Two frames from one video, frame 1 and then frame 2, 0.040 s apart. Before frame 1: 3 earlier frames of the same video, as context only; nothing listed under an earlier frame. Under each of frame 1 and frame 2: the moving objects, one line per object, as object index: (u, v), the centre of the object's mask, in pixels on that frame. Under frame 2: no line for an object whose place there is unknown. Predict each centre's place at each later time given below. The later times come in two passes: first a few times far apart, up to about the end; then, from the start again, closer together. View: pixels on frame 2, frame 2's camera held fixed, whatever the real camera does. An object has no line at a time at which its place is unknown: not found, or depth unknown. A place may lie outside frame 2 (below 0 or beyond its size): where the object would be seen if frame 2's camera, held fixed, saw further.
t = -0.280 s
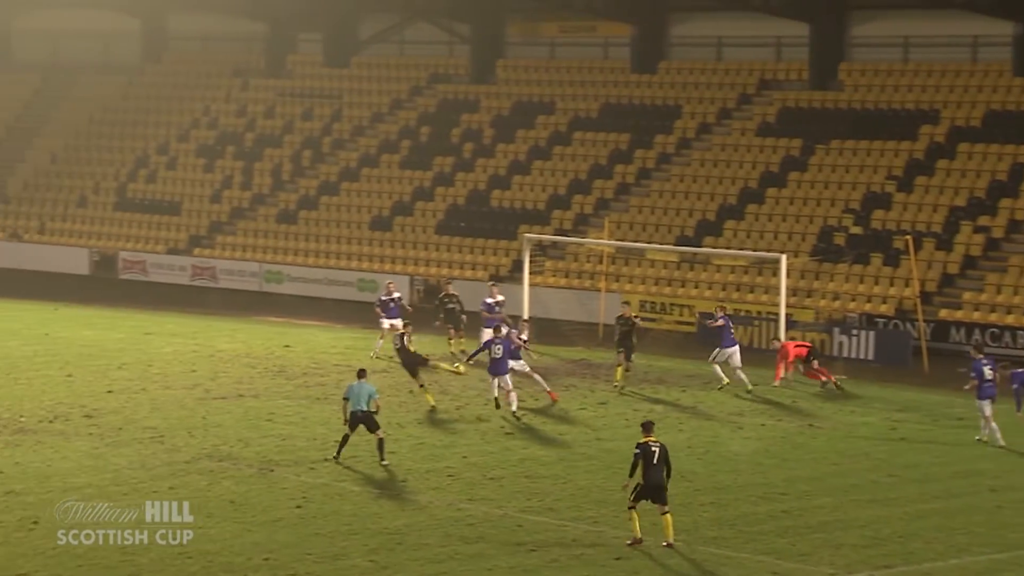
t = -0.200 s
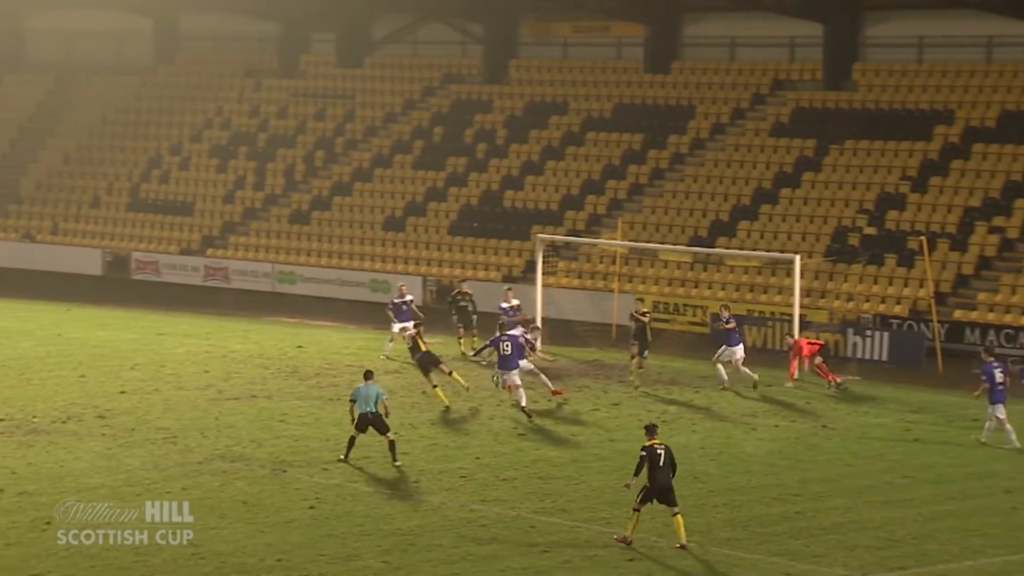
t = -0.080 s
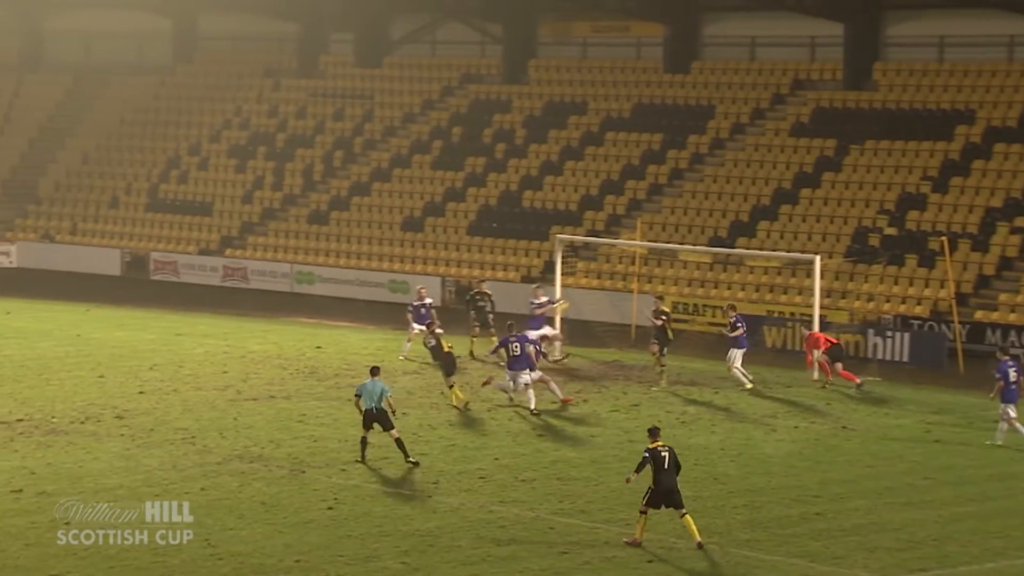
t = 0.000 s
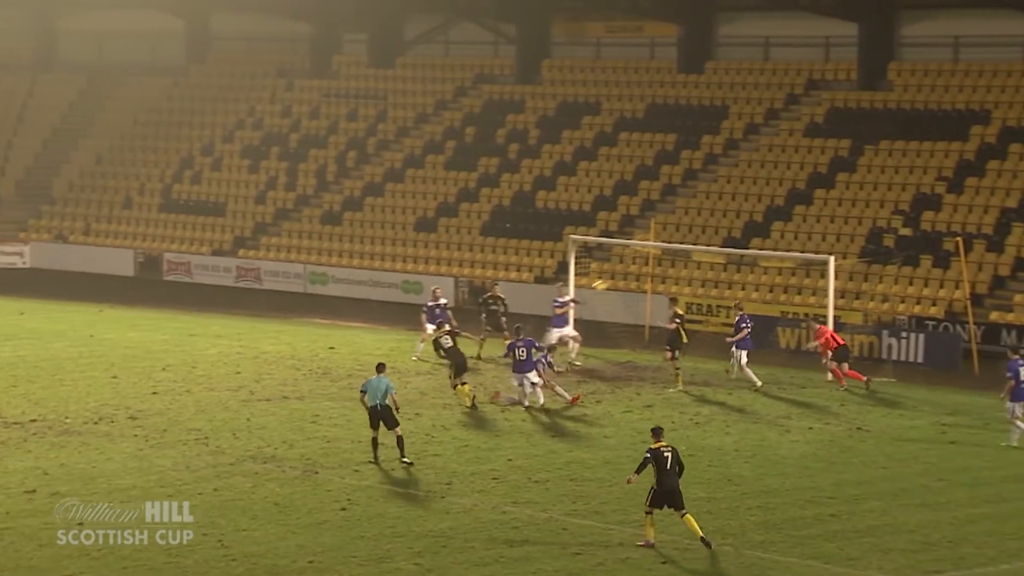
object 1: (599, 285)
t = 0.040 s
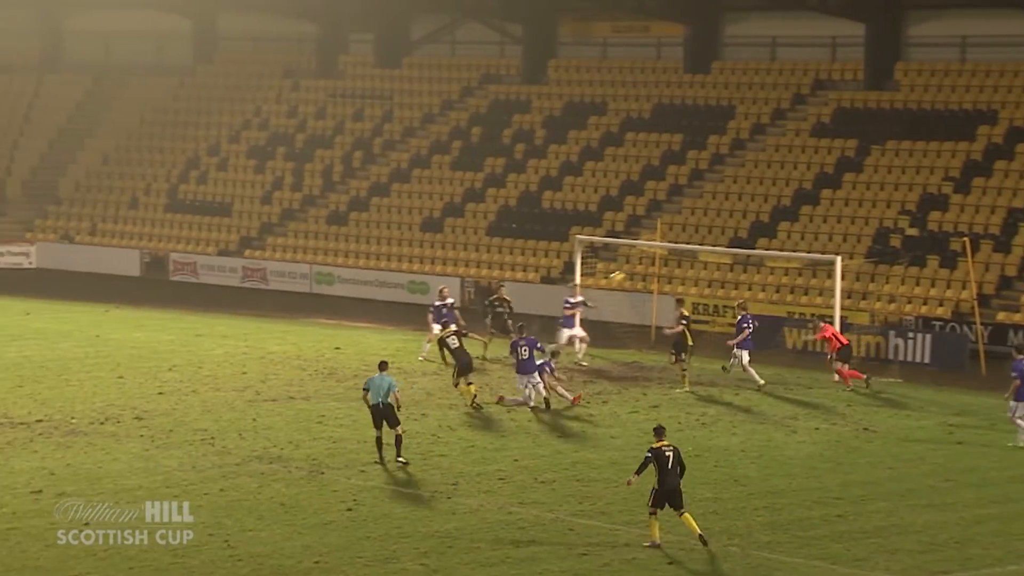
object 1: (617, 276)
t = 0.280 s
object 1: (625, 230)
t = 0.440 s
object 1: (544, 207)
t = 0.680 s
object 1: (425, 194)
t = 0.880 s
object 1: (329, 203)
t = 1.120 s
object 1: (216, 238)
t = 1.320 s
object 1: (121, 288)
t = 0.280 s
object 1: (625, 230)
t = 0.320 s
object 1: (606, 223)
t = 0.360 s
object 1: (585, 217)
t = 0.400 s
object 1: (565, 212)
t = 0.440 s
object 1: (544, 207)
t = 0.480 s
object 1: (525, 203)
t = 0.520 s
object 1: (505, 200)
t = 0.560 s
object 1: (484, 197)
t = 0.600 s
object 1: (464, 196)
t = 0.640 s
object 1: (444, 195)
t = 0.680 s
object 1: (425, 194)
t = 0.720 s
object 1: (405, 194)
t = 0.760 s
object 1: (387, 195)
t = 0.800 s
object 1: (367, 198)
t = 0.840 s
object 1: (348, 200)
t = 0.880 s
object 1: (329, 203)
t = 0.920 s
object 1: (310, 208)
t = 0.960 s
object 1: (291, 212)
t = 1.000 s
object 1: (272, 218)
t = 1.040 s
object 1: (254, 225)
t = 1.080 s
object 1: (235, 230)
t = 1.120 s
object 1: (216, 238)
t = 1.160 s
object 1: (197, 246)
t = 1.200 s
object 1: (178, 255)
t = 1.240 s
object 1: (159, 266)
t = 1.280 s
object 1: (140, 276)
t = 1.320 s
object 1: (121, 288)
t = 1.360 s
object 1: (102, 300)
